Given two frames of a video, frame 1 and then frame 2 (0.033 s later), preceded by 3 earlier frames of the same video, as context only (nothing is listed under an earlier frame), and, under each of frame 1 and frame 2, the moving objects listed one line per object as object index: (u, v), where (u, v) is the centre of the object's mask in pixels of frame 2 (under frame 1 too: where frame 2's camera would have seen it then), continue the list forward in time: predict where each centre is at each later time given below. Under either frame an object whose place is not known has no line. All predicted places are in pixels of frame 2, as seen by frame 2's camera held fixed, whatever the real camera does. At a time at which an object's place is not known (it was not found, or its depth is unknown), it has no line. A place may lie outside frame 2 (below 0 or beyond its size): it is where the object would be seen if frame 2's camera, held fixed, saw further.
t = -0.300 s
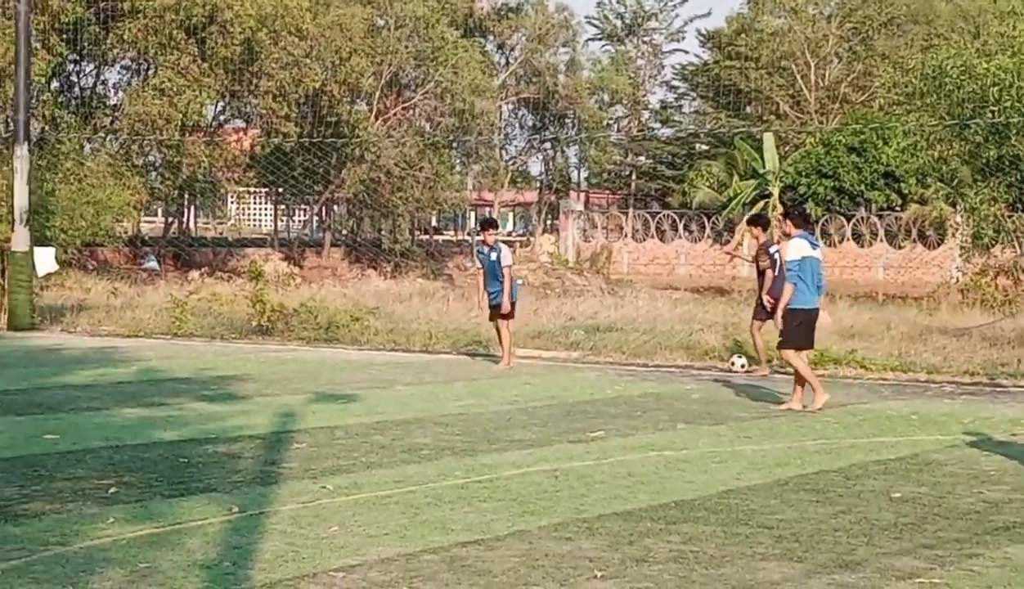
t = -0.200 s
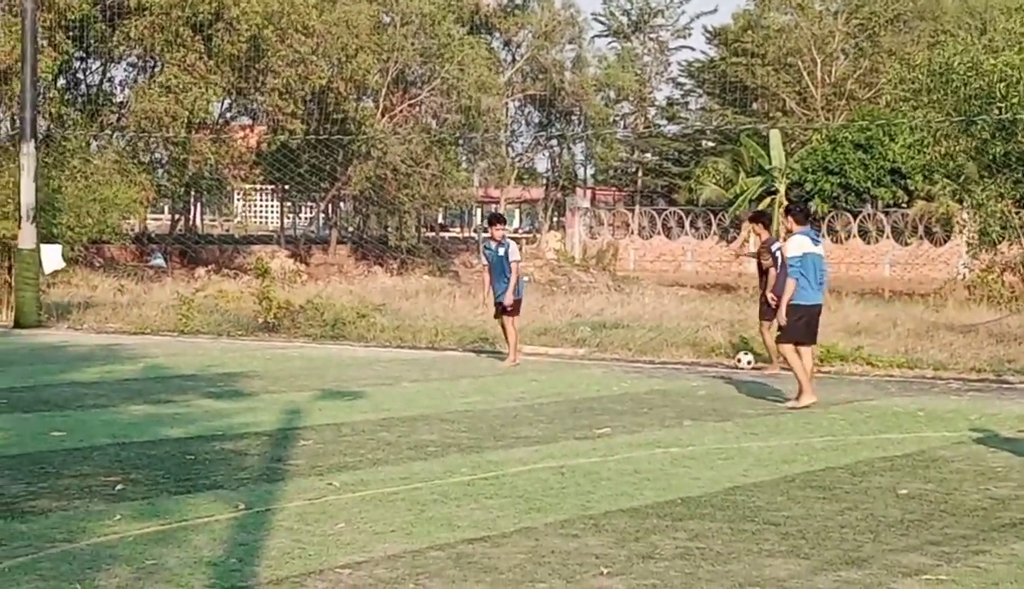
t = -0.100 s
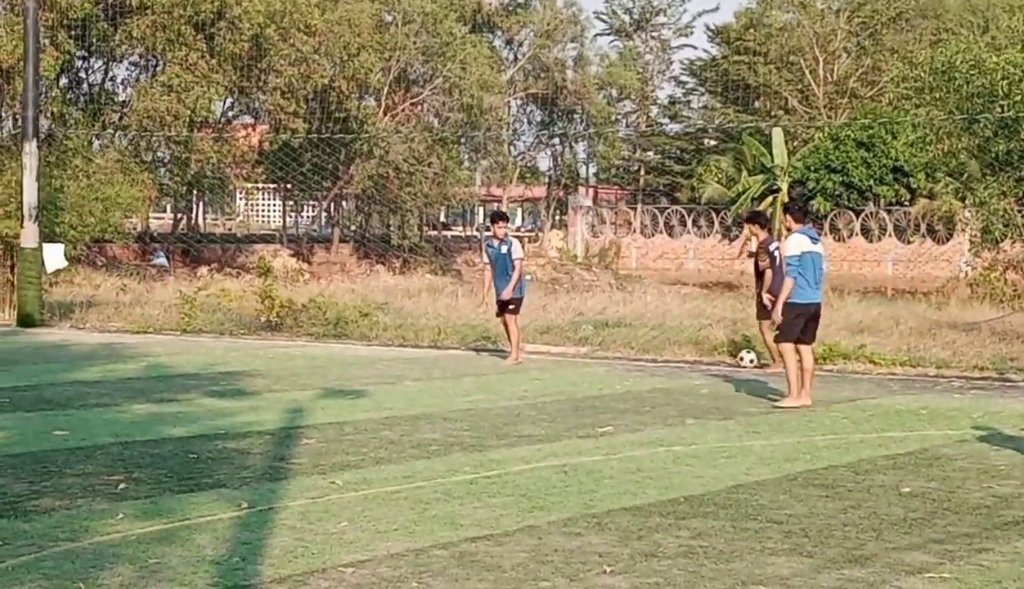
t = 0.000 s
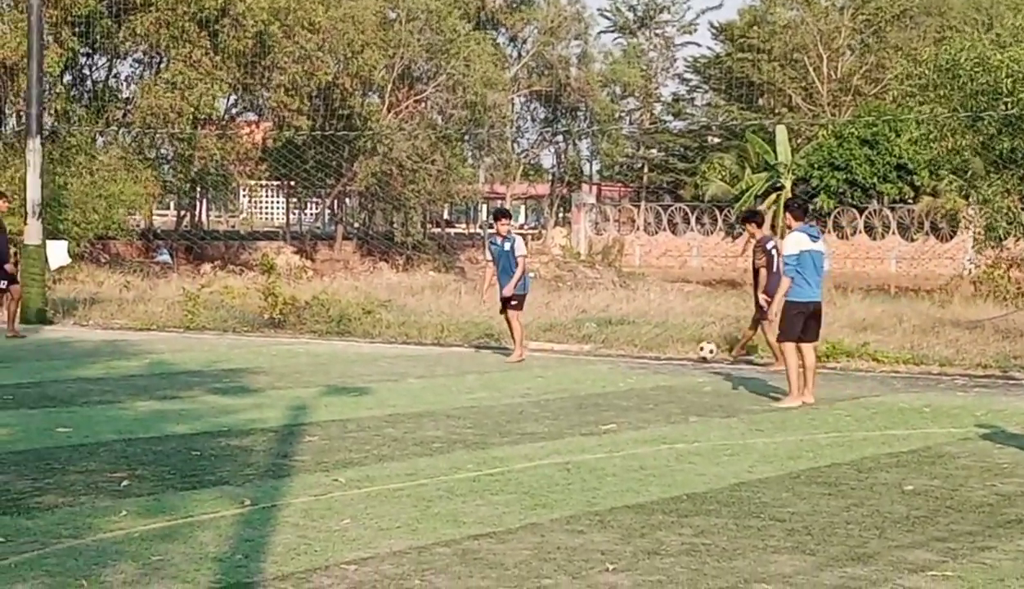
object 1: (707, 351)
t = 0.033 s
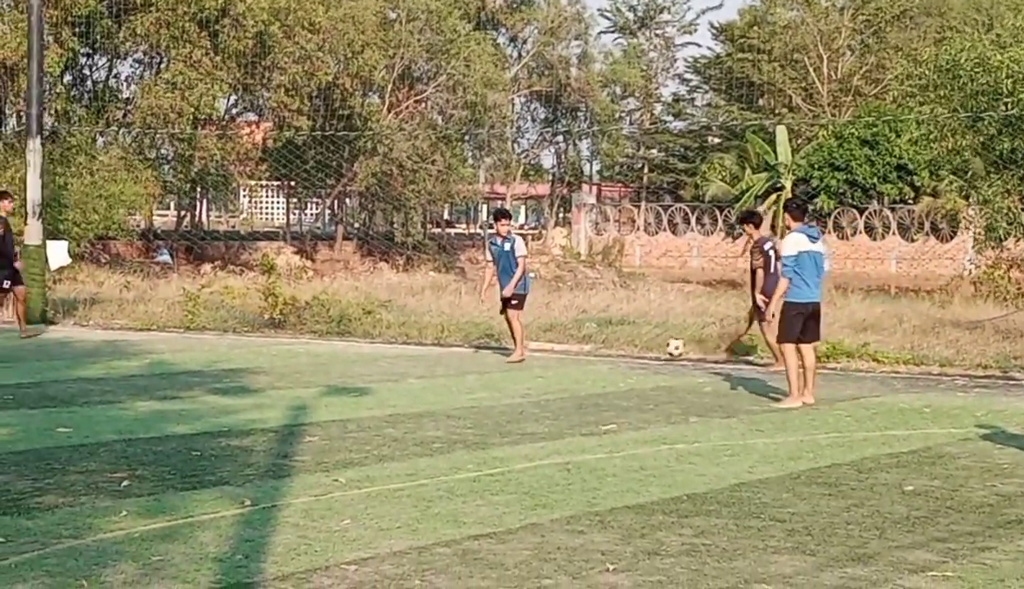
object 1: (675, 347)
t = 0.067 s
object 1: (644, 345)
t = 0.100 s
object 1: (613, 344)
